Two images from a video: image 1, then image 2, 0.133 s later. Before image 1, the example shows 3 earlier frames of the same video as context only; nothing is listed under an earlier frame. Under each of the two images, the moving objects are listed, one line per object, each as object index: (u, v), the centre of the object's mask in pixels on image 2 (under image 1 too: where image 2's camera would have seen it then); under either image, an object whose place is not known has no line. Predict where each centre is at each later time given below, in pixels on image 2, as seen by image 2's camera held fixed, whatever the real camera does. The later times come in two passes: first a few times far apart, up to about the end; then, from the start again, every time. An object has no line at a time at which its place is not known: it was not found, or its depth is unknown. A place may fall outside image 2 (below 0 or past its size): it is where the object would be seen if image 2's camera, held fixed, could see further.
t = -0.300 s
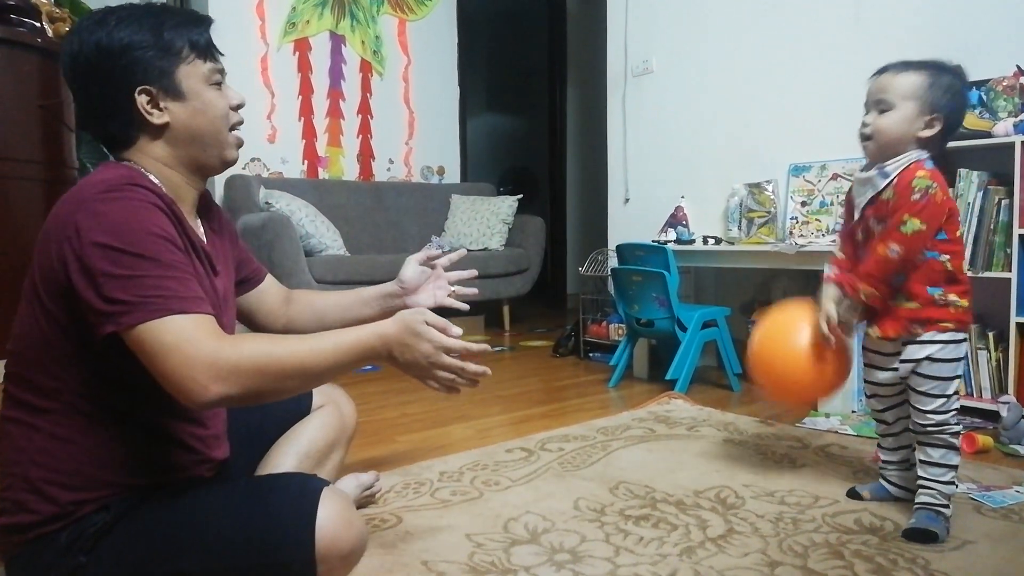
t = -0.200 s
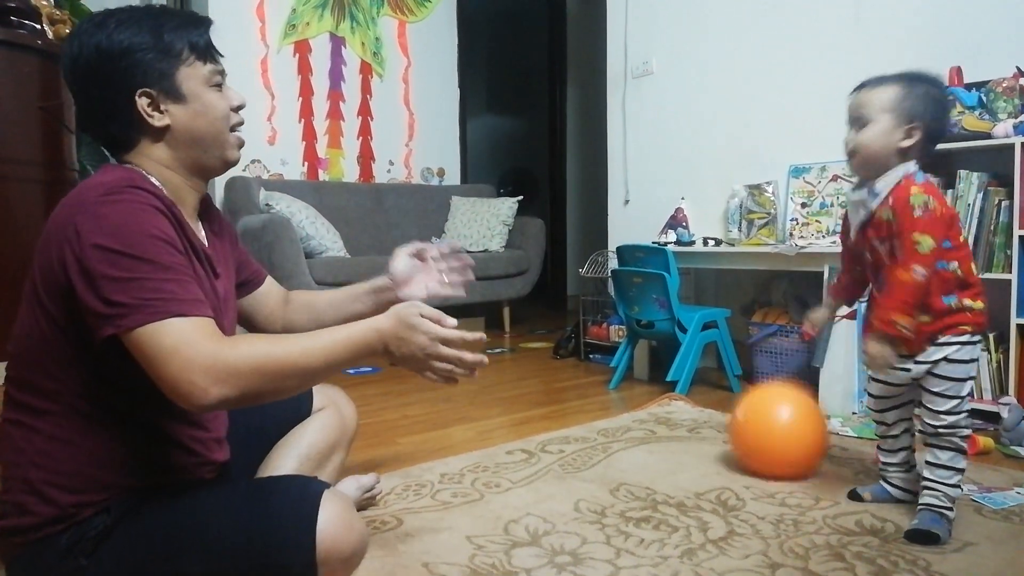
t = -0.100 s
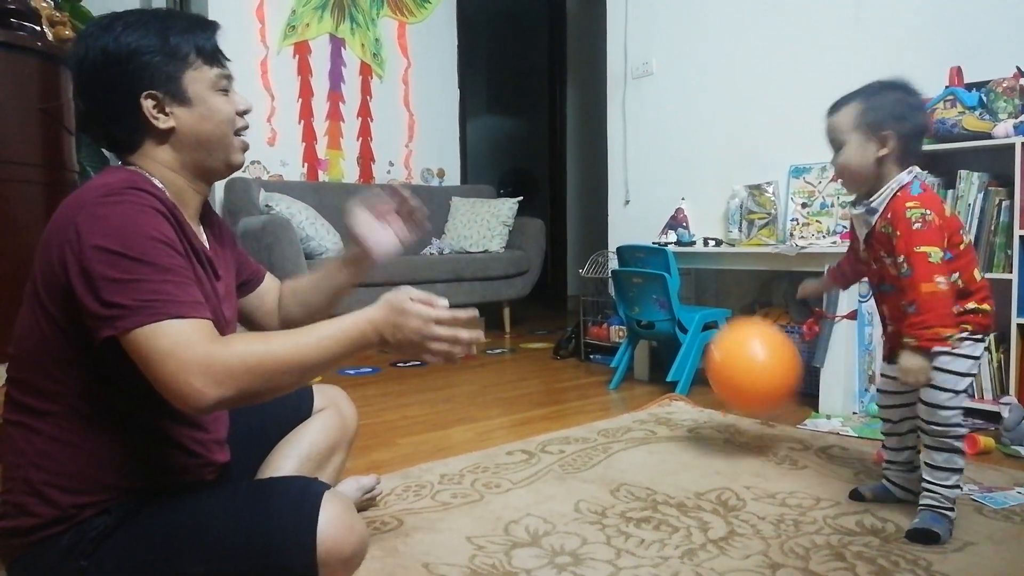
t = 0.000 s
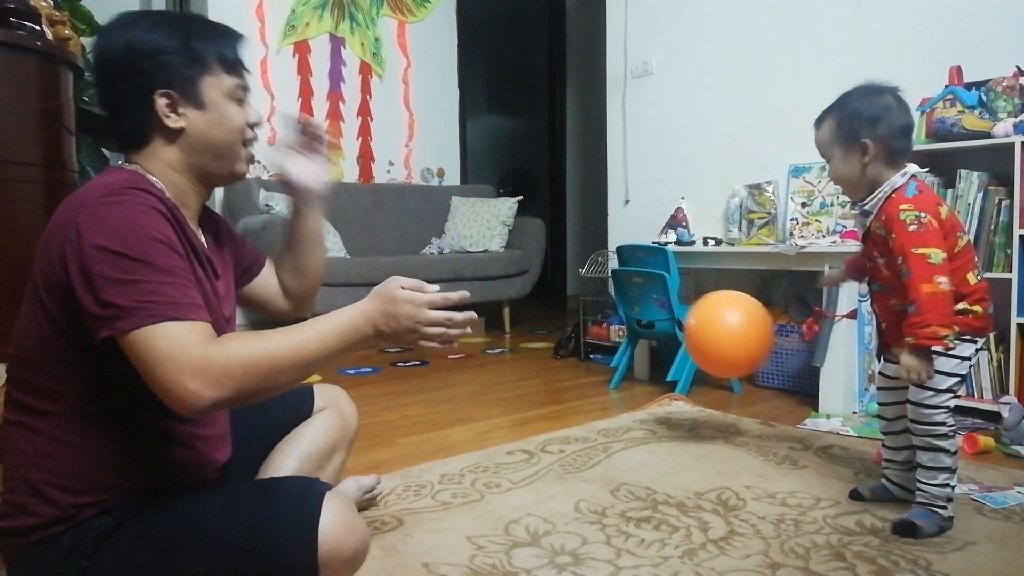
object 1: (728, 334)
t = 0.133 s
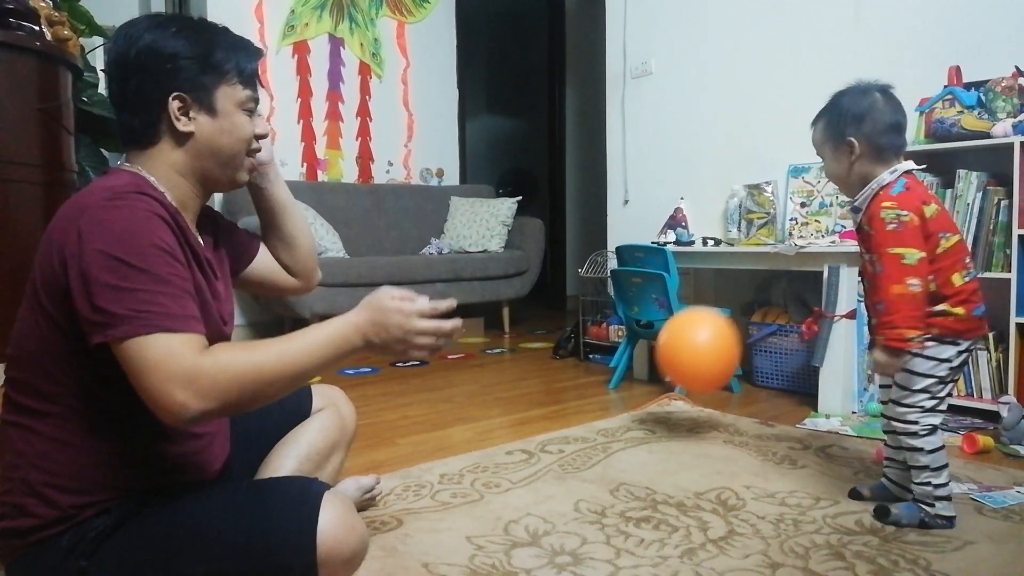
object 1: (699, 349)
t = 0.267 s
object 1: (671, 387)
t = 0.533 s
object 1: (623, 354)
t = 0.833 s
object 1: (560, 358)
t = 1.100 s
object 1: (512, 352)
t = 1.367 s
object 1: (467, 353)
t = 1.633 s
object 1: (425, 346)
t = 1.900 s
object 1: (388, 341)
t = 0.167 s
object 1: (692, 363)
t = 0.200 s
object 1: (685, 380)
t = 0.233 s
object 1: (679, 400)
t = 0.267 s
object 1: (671, 387)
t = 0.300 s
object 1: (665, 369)
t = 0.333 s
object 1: (658, 356)
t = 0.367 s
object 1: (652, 347)
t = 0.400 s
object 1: (646, 342)
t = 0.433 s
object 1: (641, 340)
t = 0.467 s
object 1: (635, 341)
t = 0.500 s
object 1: (629, 346)
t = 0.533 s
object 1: (623, 354)
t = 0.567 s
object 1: (618, 366)
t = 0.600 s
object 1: (612, 381)
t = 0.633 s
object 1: (605, 379)
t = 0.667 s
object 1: (597, 366)
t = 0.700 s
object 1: (588, 359)
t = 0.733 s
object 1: (581, 354)
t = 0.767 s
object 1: (573, 352)
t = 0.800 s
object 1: (566, 353)
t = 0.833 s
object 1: (560, 358)
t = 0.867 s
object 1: (552, 366)
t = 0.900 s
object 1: (546, 371)
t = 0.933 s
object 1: (539, 362)
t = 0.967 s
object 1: (534, 353)
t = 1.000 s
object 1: (528, 349)
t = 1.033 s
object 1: (522, 348)
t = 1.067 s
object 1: (517, 348)
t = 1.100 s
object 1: (512, 352)
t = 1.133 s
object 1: (506, 359)
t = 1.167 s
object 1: (501, 362)
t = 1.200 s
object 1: (495, 354)
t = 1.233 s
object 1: (489, 348)
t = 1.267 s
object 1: (484, 346)
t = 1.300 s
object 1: (478, 346)
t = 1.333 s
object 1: (473, 348)
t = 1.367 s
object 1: (467, 353)
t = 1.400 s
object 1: (461, 355)
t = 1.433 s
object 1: (456, 350)
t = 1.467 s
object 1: (451, 345)
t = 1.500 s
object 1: (445, 344)
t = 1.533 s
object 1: (440, 345)
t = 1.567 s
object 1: (435, 349)
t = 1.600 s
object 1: (430, 351)
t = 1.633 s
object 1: (425, 346)
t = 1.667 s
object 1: (420, 343)
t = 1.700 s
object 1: (415, 342)
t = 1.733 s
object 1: (411, 344)
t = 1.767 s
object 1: (407, 347)
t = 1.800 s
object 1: (402, 346)
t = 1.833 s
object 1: (397, 342)
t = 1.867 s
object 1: (393, 341)
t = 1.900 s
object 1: (388, 341)
